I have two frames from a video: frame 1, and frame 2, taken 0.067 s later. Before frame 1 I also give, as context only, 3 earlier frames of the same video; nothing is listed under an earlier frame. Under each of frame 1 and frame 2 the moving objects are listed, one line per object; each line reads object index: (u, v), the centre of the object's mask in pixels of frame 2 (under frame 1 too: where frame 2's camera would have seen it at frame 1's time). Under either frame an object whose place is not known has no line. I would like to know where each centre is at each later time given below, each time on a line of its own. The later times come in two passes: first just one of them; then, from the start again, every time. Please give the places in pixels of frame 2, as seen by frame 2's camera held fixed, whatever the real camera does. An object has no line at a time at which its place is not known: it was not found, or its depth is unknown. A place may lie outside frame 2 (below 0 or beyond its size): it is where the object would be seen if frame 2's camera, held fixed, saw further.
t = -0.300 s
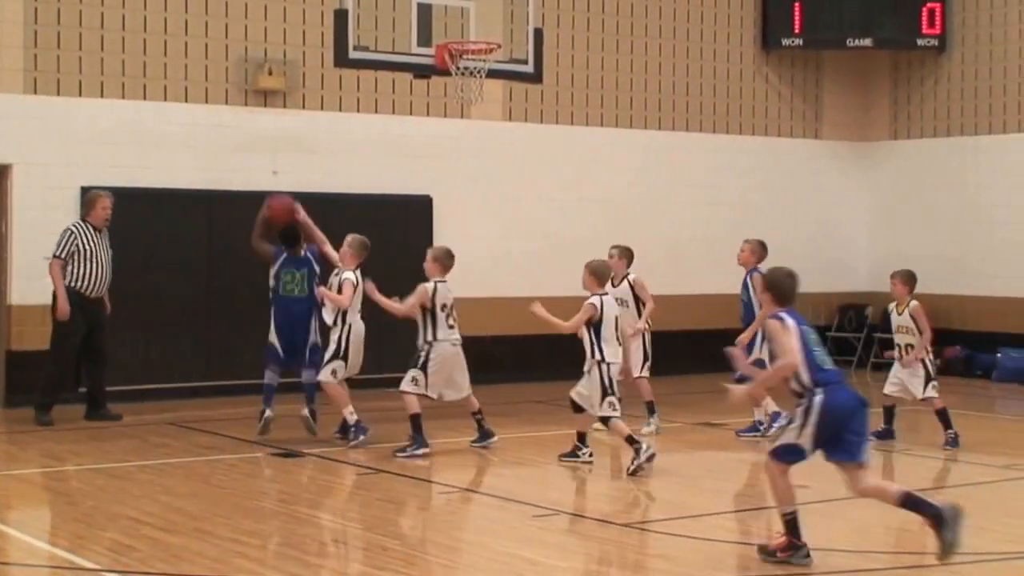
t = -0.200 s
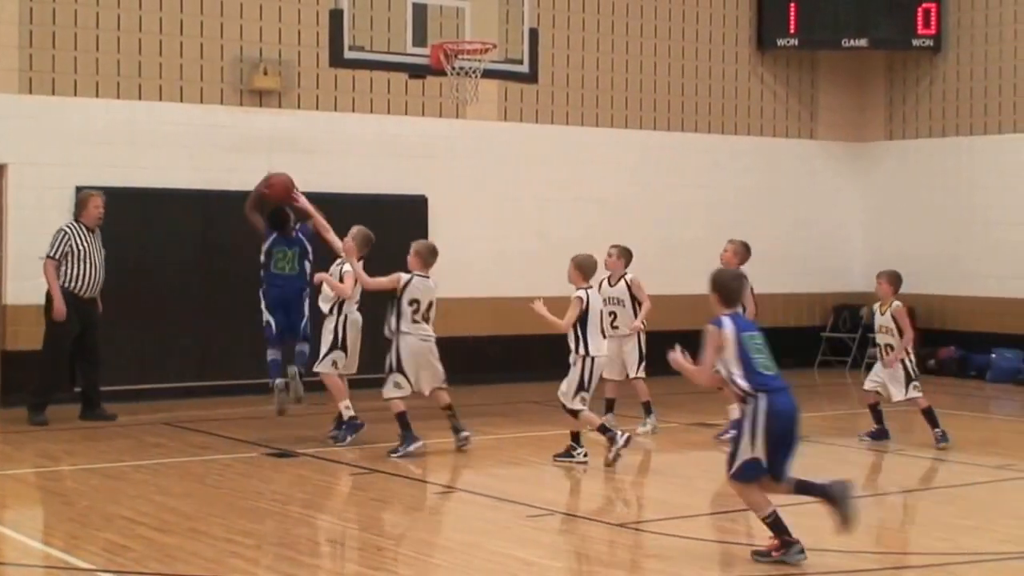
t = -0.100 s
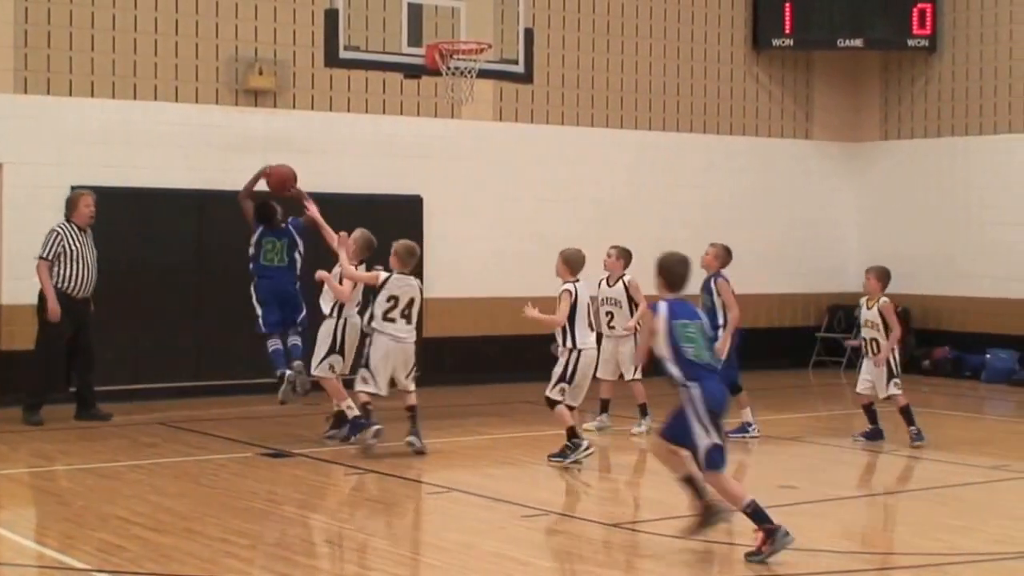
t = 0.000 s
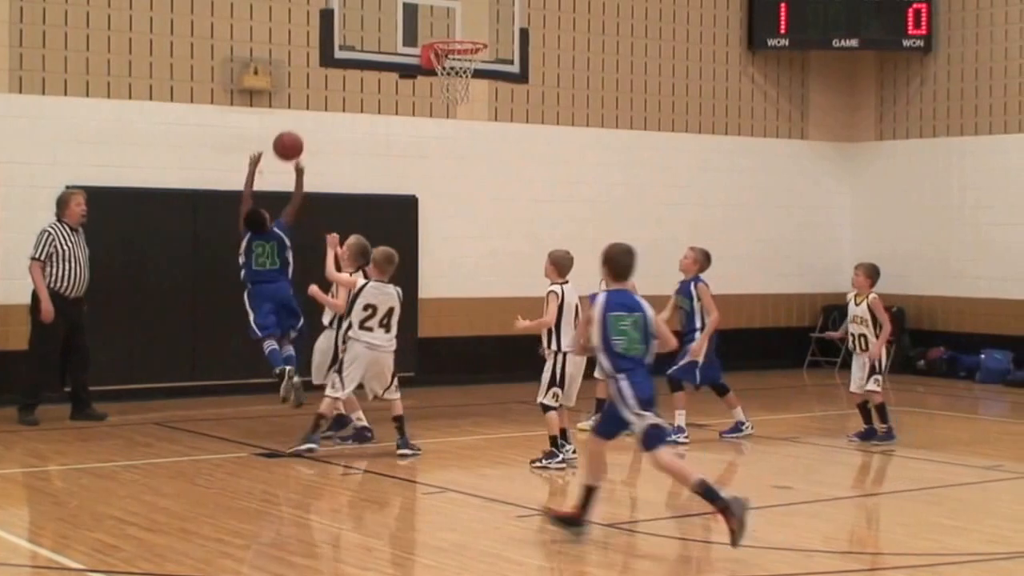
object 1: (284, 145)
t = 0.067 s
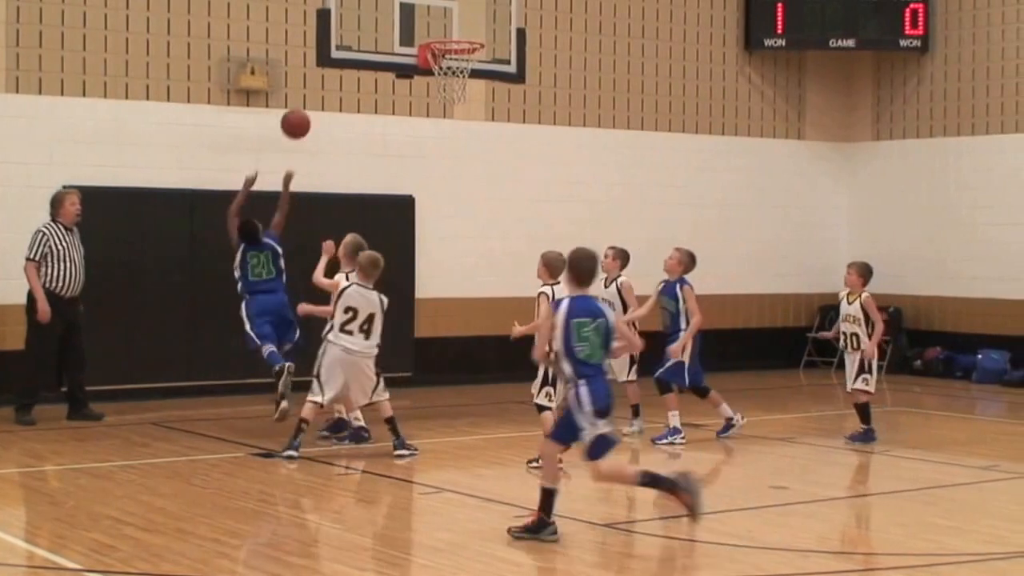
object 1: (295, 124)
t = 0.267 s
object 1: (325, 92)
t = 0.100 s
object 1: (301, 115)
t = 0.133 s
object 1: (306, 107)
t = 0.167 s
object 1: (311, 102)
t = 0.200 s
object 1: (316, 97)
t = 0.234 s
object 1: (320, 94)
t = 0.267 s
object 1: (325, 92)
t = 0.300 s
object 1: (330, 92)
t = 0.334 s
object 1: (334, 93)
